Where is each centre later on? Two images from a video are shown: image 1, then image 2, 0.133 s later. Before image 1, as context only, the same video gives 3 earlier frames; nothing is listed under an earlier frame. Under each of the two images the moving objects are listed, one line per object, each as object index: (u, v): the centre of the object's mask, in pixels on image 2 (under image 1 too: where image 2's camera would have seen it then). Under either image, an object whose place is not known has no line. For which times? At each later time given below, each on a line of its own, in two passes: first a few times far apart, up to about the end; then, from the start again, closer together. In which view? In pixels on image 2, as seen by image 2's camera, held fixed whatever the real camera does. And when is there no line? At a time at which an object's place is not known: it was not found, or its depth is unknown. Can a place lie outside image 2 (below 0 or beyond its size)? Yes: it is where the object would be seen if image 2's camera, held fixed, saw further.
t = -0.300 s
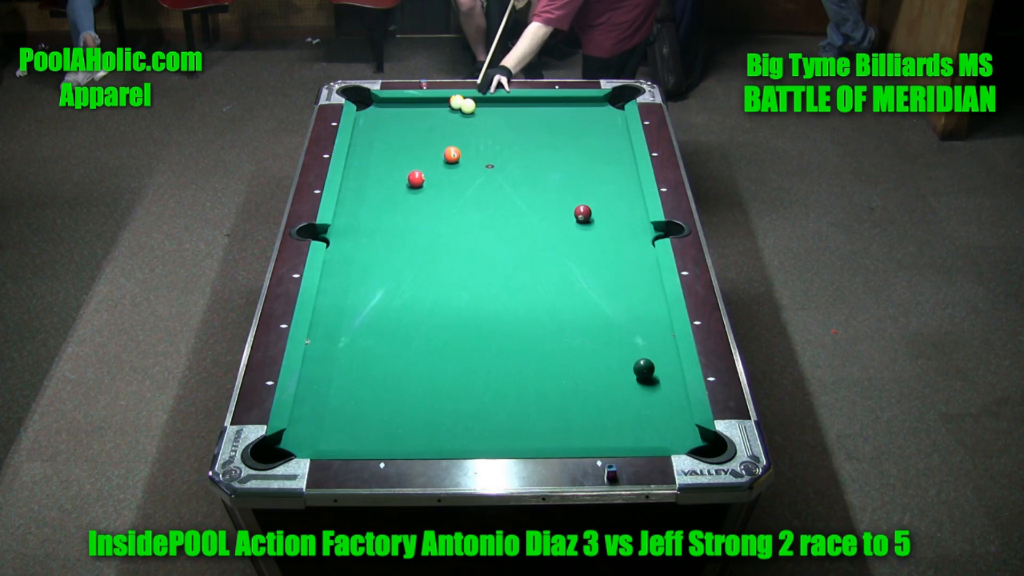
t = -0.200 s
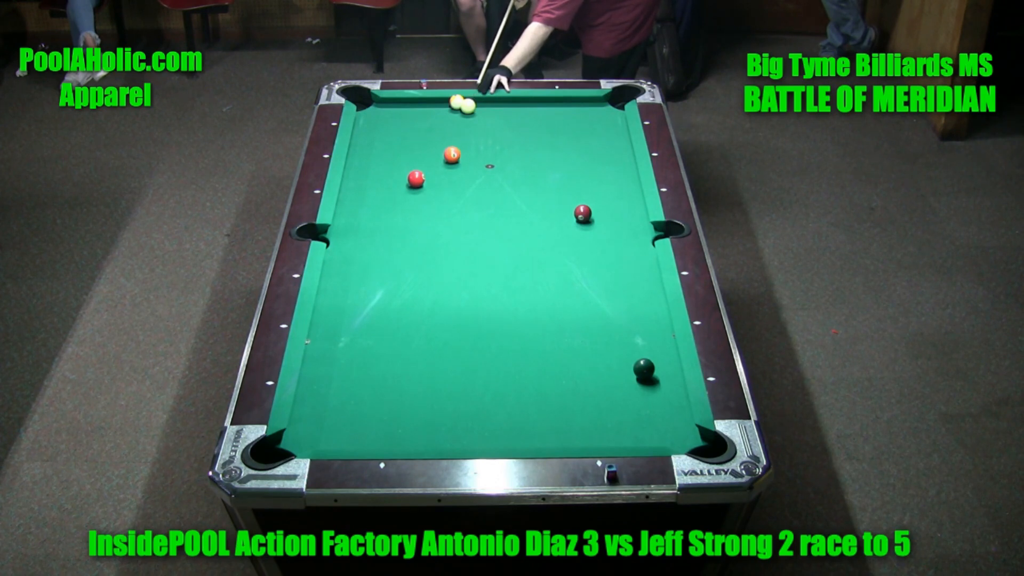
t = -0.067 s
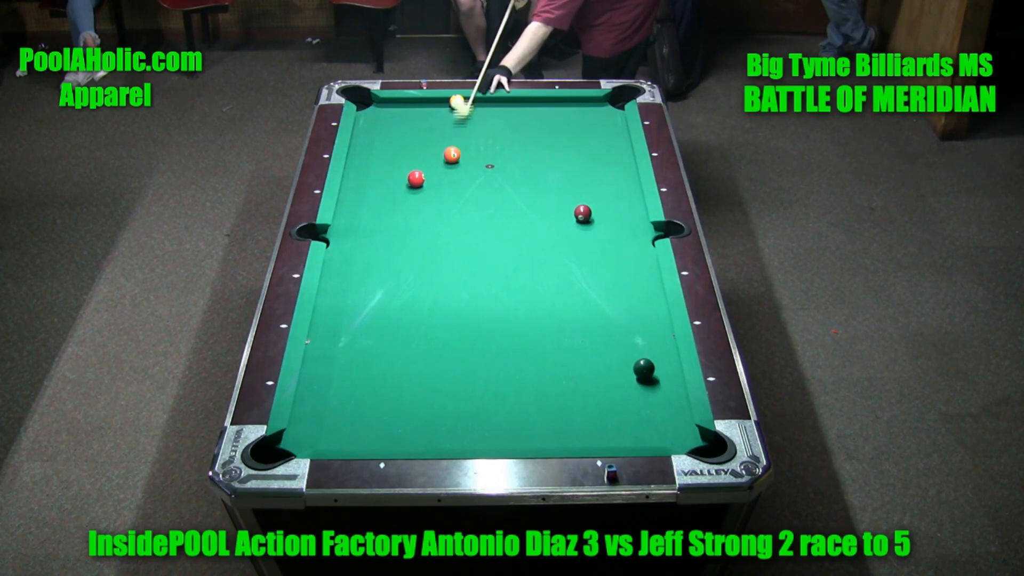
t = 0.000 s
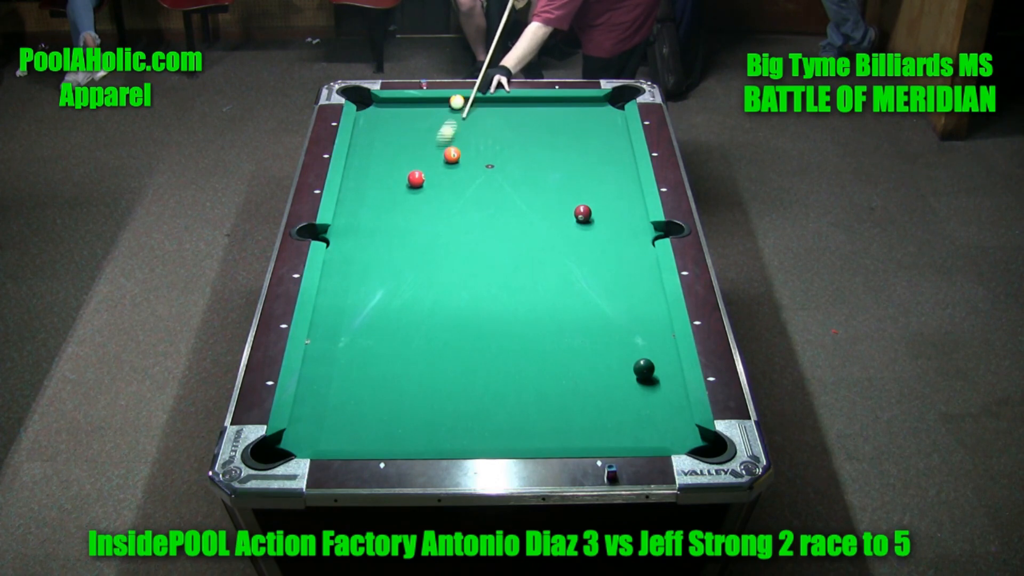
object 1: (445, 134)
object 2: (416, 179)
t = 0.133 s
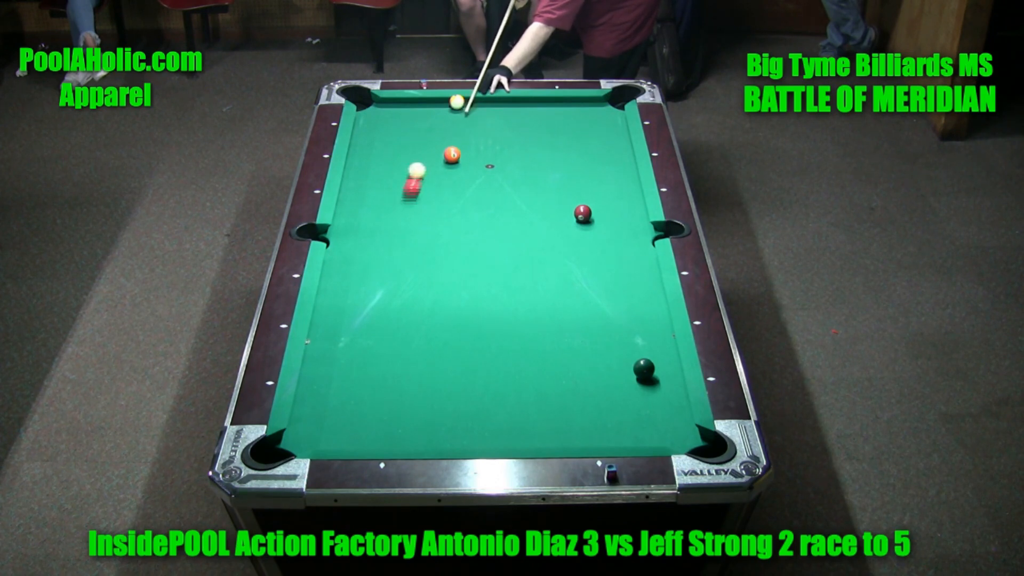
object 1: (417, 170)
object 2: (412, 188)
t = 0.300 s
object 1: (403, 172)
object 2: (387, 244)
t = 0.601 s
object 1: (379, 175)
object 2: (343, 346)
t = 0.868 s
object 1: (360, 177)
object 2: (294, 449)
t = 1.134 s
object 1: (354, 178)
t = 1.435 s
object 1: (367, 179)
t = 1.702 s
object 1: (377, 179)
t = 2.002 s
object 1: (386, 179)
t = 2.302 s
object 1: (393, 179)
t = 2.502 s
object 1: (396, 179)
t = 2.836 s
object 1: (400, 179)
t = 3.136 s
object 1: (400, 179)
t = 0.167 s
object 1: (413, 171)
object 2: (407, 199)
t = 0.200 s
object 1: (411, 171)
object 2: (402, 210)
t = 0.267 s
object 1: (405, 172)
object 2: (392, 233)
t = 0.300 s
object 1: (403, 172)
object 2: (387, 244)
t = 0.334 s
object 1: (400, 173)
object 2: (383, 254)
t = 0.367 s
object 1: (397, 173)
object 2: (378, 265)
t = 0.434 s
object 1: (392, 174)
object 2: (369, 286)
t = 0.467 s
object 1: (389, 174)
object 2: (364, 298)
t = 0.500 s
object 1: (387, 174)
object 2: (359, 309)
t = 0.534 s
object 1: (384, 174)
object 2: (354, 321)
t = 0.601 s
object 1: (379, 175)
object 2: (343, 346)
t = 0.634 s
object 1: (377, 175)
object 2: (337, 358)
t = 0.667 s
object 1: (375, 175)
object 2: (332, 371)
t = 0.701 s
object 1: (372, 176)
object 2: (326, 384)
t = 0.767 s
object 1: (367, 176)
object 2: (314, 413)
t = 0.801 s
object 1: (365, 176)
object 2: (308, 427)
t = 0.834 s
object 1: (363, 177)
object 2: (302, 440)
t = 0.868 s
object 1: (360, 177)
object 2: (294, 449)
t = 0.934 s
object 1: (356, 177)
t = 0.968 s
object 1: (354, 177)
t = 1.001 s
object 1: (352, 178)
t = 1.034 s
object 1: (350, 178)
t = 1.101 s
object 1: (353, 178)
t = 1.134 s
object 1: (354, 178)
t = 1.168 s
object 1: (356, 178)
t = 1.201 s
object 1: (357, 179)
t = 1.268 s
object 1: (360, 179)
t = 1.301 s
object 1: (362, 179)
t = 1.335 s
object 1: (363, 179)
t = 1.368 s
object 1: (364, 179)
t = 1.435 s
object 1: (367, 179)
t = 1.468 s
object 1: (368, 179)
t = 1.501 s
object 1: (369, 179)
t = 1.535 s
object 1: (371, 179)
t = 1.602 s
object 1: (373, 179)
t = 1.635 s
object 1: (374, 179)
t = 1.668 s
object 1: (375, 179)
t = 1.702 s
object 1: (377, 179)
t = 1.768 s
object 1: (379, 179)
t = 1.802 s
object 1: (380, 179)
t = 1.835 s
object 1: (381, 179)
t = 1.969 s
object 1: (385, 179)
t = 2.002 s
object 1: (386, 179)
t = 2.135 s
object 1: (389, 179)
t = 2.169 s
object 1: (390, 179)
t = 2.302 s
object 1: (393, 179)
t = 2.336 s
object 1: (393, 179)
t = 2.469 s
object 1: (396, 179)
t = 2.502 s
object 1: (396, 179)
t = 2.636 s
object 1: (398, 179)
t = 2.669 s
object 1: (398, 179)
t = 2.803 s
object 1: (399, 179)
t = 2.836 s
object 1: (400, 179)
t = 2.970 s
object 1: (400, 179)
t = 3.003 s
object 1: (400, 179)
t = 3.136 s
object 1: (400, 179)
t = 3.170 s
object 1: (400, 179)
